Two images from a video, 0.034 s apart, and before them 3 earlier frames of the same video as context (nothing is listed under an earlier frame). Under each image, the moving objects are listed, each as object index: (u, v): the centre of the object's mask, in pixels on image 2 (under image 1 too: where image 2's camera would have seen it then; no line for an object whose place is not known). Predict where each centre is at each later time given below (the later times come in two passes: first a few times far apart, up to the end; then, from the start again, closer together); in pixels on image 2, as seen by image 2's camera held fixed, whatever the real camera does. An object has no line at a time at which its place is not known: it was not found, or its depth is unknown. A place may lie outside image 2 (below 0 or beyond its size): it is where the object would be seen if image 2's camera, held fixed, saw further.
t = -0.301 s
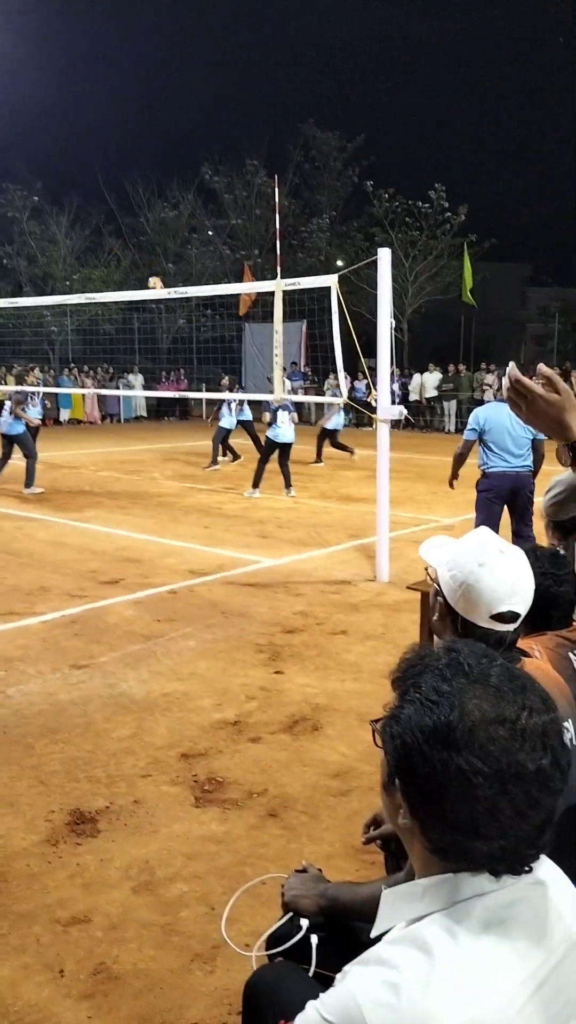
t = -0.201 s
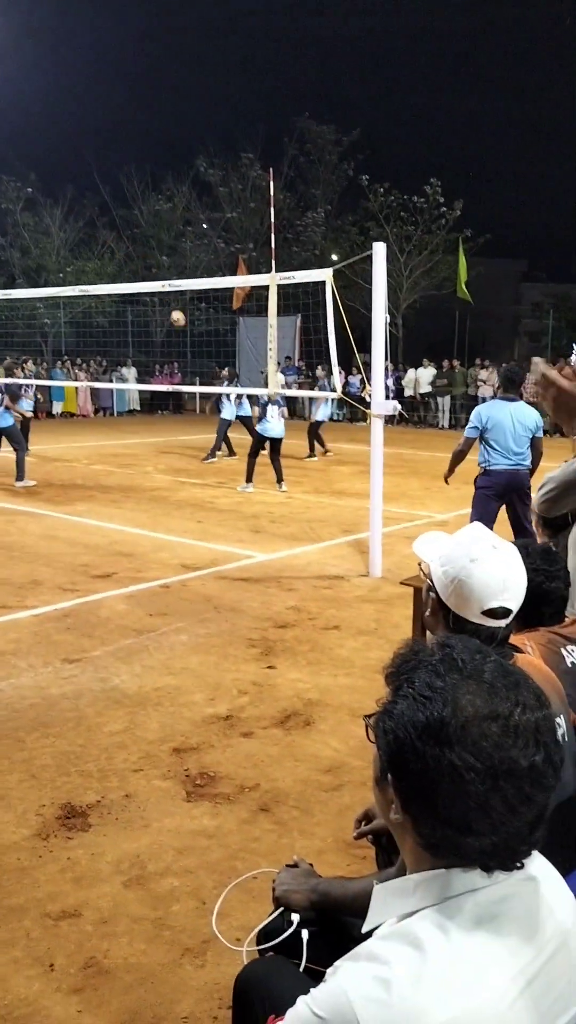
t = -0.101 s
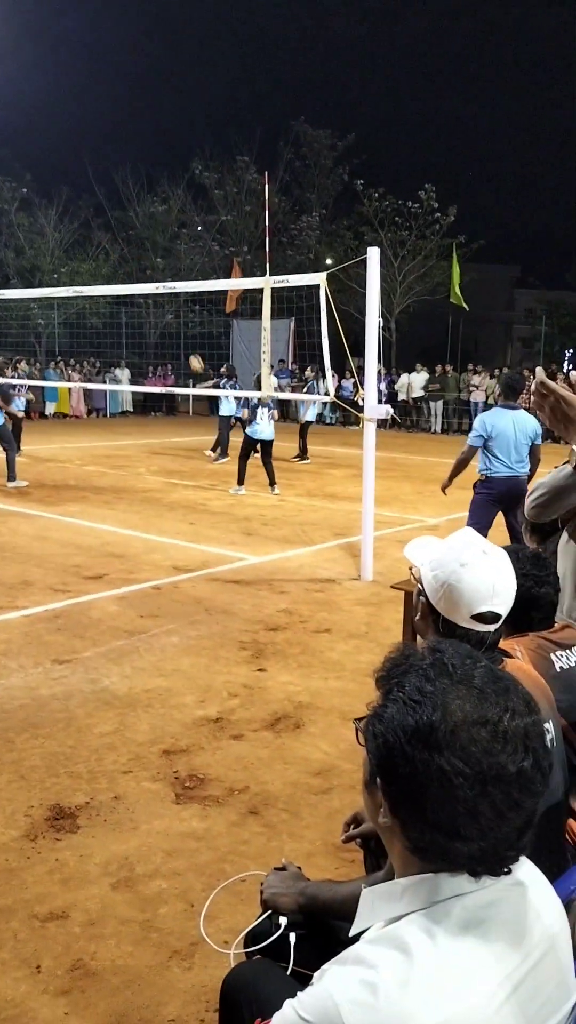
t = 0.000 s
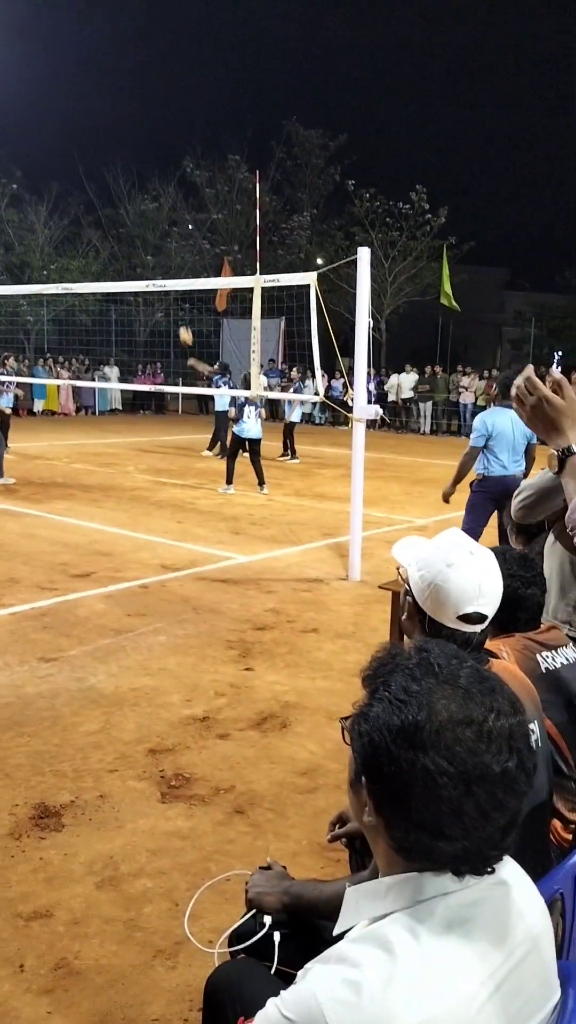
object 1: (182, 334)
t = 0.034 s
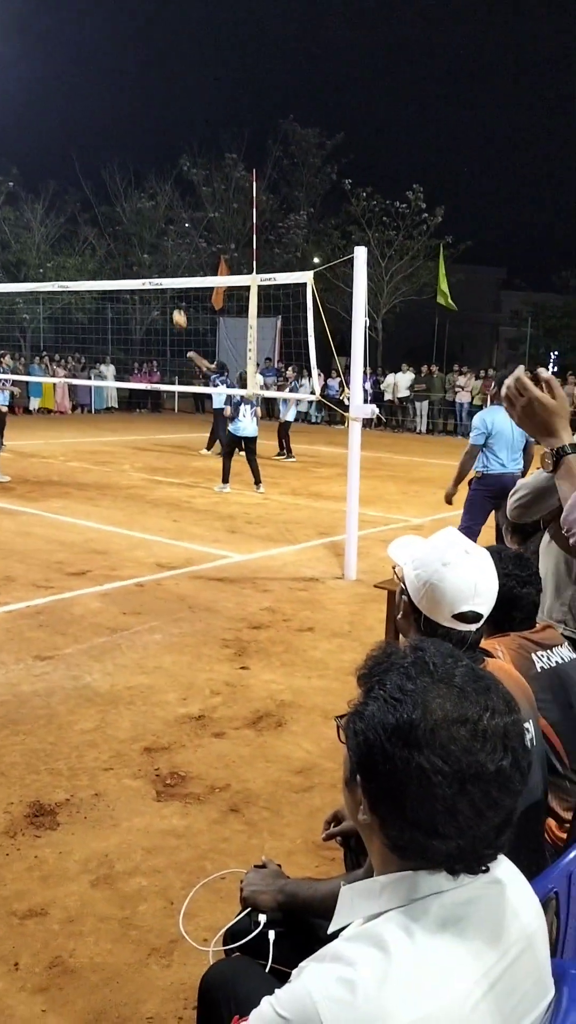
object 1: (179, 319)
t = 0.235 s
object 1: (161, 235)
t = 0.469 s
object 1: (138, 168)
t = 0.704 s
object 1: (113, 137)
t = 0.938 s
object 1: (85, 145)
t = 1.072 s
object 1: (68, 169)
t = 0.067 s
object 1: (177, 303)
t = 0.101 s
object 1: (174, 293)
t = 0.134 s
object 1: (170, 271)
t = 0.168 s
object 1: (167, 260)
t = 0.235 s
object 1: (161, 235)
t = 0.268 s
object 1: (157, 223)
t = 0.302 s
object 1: (154, 211)
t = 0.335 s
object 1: (151, 202)
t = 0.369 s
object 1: (148, 192)
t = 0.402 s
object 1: (144, 183)
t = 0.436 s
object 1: (141, 175)
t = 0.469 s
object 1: (138, 168)
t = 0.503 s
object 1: (134, 161)
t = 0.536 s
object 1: (131, 155)
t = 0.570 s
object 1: (127, 150)
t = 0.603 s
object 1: (124, 146)
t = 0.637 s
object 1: (120, 142)
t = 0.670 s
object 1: (116, 139)
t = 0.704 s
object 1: (113, 137)
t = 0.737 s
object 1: (109, 135)
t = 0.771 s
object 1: (105, 135)
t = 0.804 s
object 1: (101, 135)
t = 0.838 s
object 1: (97, 137)
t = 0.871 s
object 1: (93, 139)
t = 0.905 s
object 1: (89, 141)
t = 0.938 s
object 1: (85, 145)
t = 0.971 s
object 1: (81, 150)
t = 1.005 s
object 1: (76, 156)
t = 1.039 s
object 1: (72, 162)
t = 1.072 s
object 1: (68, 169)
